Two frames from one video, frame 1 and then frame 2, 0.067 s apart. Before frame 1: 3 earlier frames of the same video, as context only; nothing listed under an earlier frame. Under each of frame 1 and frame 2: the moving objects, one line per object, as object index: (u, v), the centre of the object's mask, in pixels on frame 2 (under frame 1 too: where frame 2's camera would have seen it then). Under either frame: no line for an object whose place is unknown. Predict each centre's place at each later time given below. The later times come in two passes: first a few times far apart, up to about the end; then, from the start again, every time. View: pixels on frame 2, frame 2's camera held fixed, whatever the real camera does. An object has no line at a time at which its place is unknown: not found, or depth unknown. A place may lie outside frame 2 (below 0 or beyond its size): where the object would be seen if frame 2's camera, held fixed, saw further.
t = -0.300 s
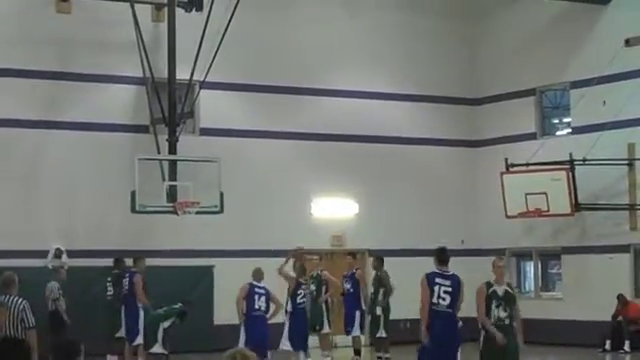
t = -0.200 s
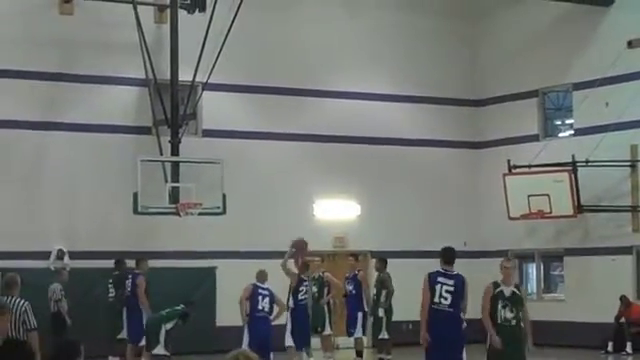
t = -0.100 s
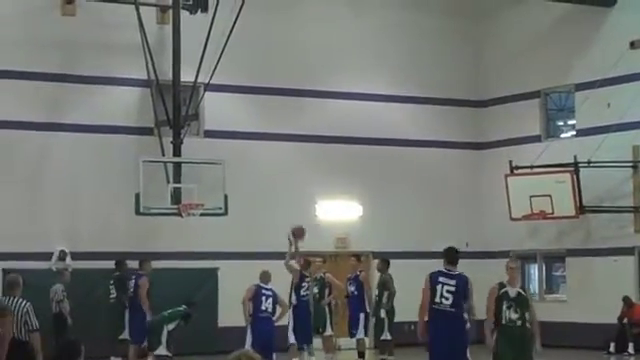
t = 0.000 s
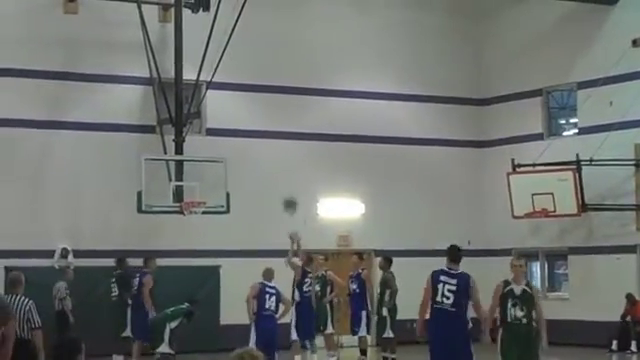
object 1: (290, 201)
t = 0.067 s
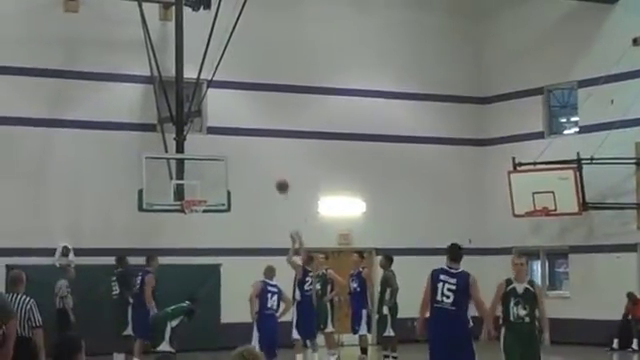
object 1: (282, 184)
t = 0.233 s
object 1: (262, 156)
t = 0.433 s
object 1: (241, 146)
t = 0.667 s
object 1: (218, 158)
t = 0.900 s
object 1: (196, 196)
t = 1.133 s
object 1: (209, 184)
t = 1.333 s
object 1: (234, 186)
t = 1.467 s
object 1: (250, 201)
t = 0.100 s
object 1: (278, 178)
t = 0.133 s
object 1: (274, 170)
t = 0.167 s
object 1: (270, 166)
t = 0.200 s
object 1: (266, 161)
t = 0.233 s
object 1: (262, 156)
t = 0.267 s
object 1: (259, 152)
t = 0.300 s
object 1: (255, 150)
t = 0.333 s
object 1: (251, 149)
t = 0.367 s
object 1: (248, 147)
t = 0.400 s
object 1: (244, 146)
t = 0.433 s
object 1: (241, 146)
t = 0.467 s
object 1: (237, 145)
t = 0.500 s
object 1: (234, 146)
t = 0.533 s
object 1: (230, 147)
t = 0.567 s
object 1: (227, 149)
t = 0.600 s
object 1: (223, 151)
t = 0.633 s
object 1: (221, 154)
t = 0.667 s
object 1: (218, 158)
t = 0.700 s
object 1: (216, 161)
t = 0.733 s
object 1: (211, 167)
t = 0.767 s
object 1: (208, 172)
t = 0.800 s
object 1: (205, 177)
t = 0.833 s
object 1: (202, 182)
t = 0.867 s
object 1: (200, 189)
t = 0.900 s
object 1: (196, 196)
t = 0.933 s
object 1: (194, 197)
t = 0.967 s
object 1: (191, 196)
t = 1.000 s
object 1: (192, 195)
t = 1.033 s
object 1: (196, 192)
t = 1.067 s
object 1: (201, 188)
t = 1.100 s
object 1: (205, 186)
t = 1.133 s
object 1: (209, 184)
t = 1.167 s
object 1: (213, 183)
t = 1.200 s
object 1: (217, 183)
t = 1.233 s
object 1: (221, 183)
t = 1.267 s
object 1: (225, 184)
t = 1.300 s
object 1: (229, 185)
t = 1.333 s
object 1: (234, 186)
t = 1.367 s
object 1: (238, 190)
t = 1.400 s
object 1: (242, 193)
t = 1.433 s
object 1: (246, 197)
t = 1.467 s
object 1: (250, 201)
